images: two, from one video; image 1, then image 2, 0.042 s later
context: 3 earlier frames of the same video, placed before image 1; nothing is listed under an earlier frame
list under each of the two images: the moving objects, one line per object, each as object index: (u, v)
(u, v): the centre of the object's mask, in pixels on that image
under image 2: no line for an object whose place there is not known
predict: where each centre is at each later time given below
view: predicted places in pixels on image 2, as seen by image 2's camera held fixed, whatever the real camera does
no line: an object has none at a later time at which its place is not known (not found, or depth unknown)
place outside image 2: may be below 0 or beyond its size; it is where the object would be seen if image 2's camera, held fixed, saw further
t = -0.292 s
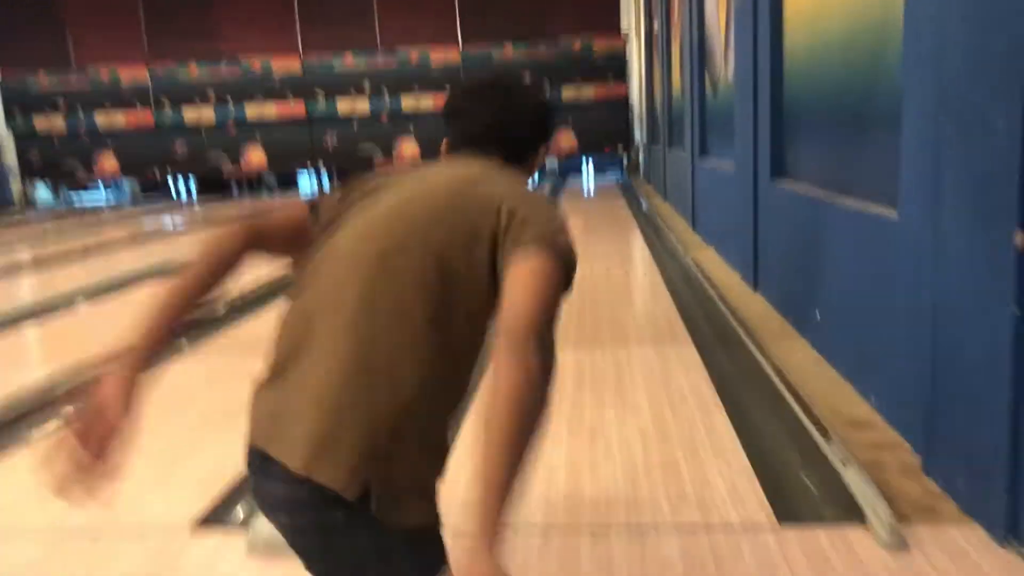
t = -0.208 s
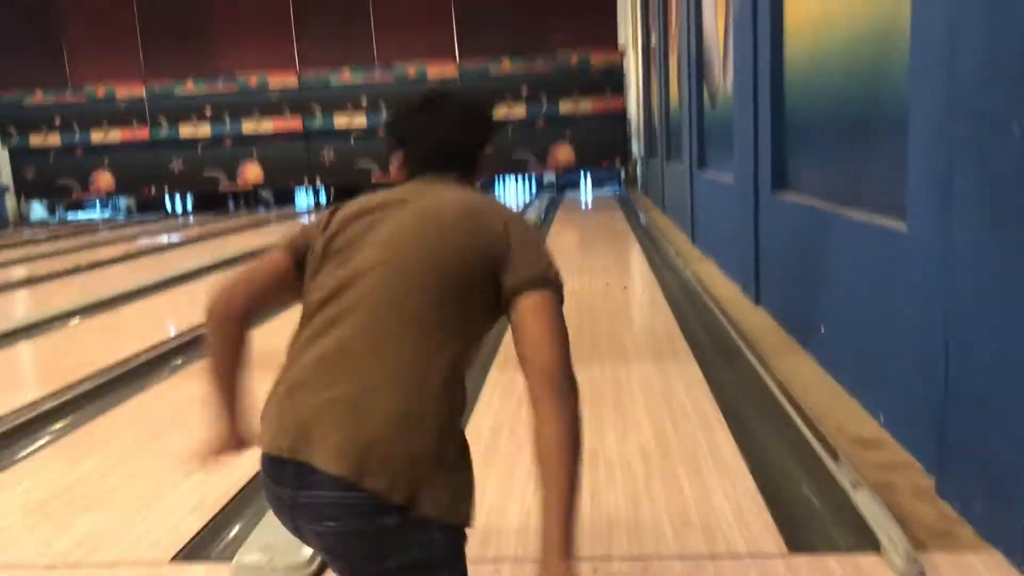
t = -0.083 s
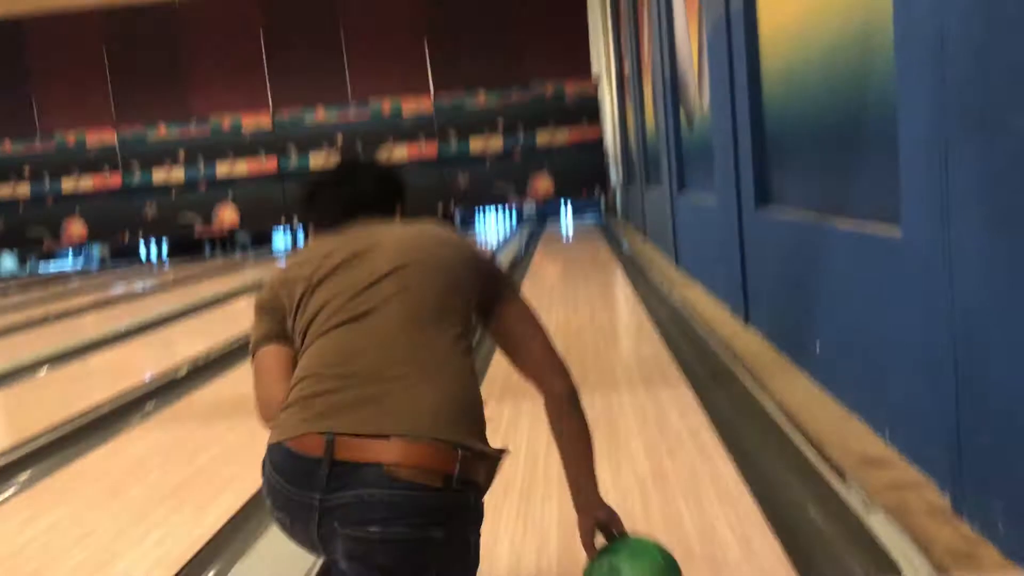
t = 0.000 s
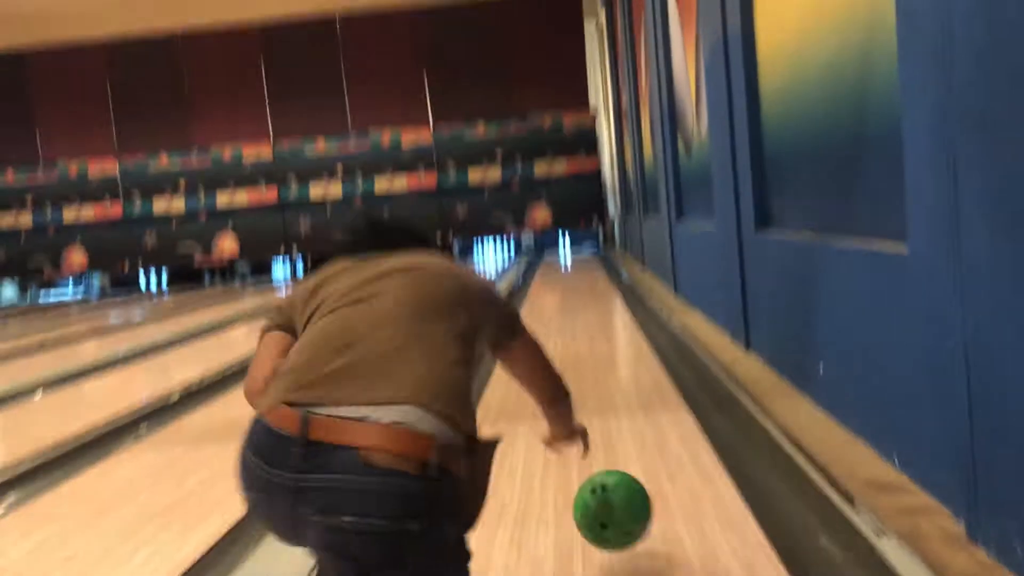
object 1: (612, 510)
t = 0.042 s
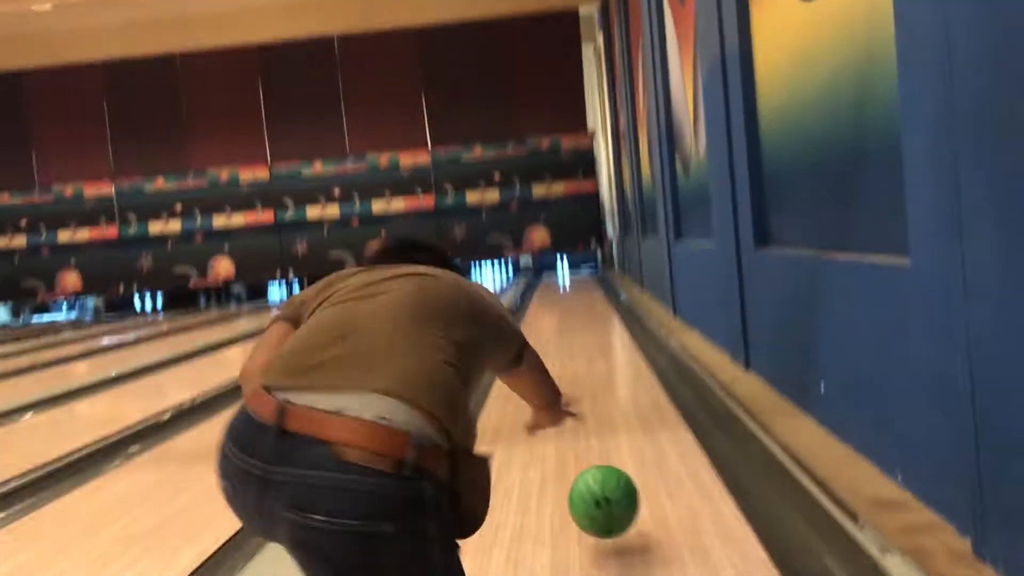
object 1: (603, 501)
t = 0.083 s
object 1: (598, 485)
